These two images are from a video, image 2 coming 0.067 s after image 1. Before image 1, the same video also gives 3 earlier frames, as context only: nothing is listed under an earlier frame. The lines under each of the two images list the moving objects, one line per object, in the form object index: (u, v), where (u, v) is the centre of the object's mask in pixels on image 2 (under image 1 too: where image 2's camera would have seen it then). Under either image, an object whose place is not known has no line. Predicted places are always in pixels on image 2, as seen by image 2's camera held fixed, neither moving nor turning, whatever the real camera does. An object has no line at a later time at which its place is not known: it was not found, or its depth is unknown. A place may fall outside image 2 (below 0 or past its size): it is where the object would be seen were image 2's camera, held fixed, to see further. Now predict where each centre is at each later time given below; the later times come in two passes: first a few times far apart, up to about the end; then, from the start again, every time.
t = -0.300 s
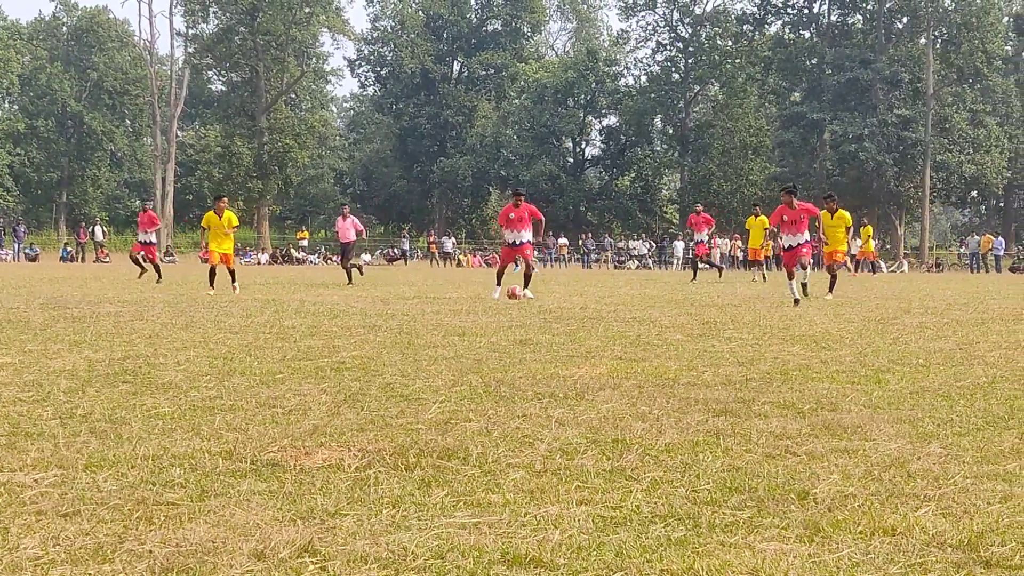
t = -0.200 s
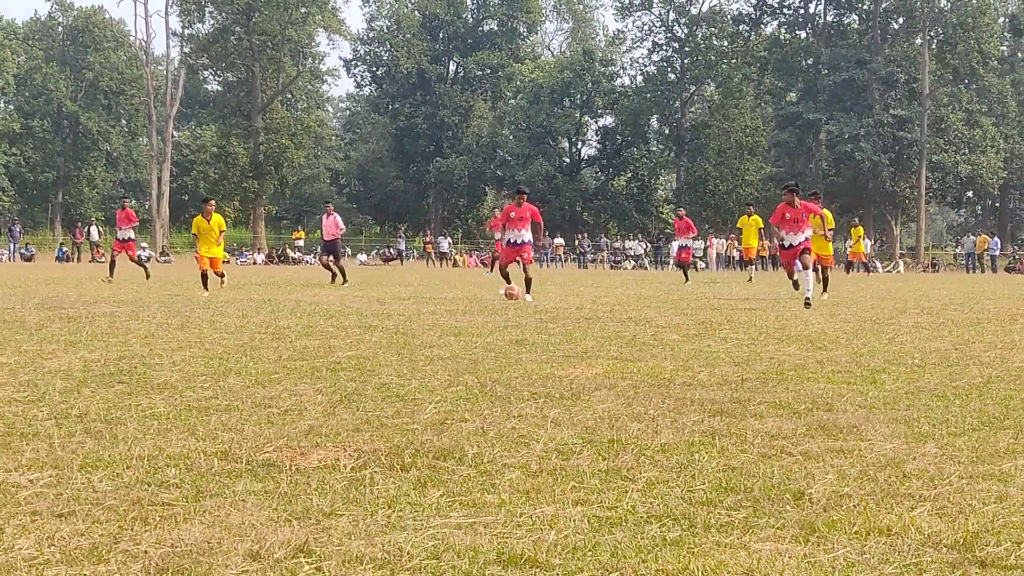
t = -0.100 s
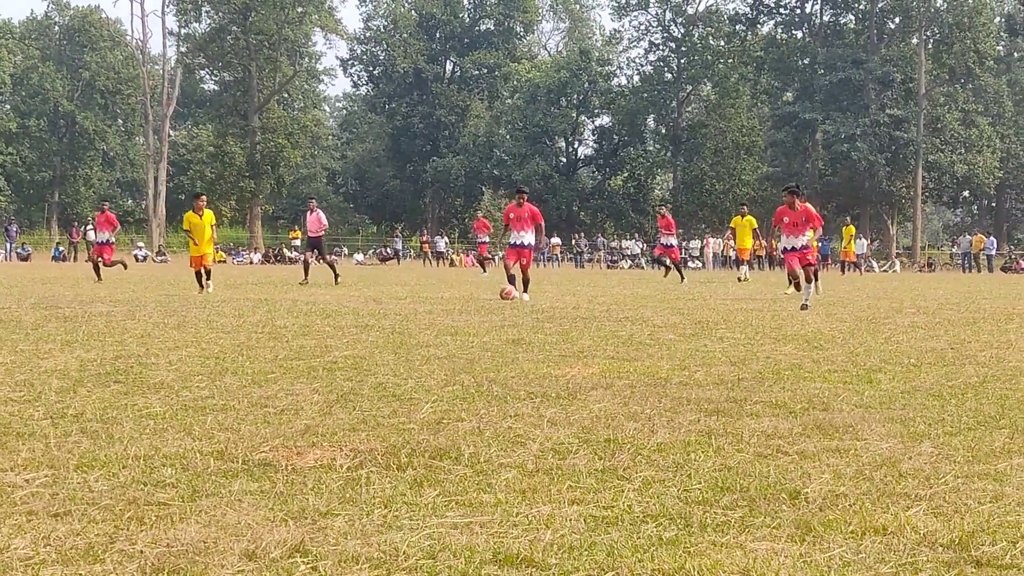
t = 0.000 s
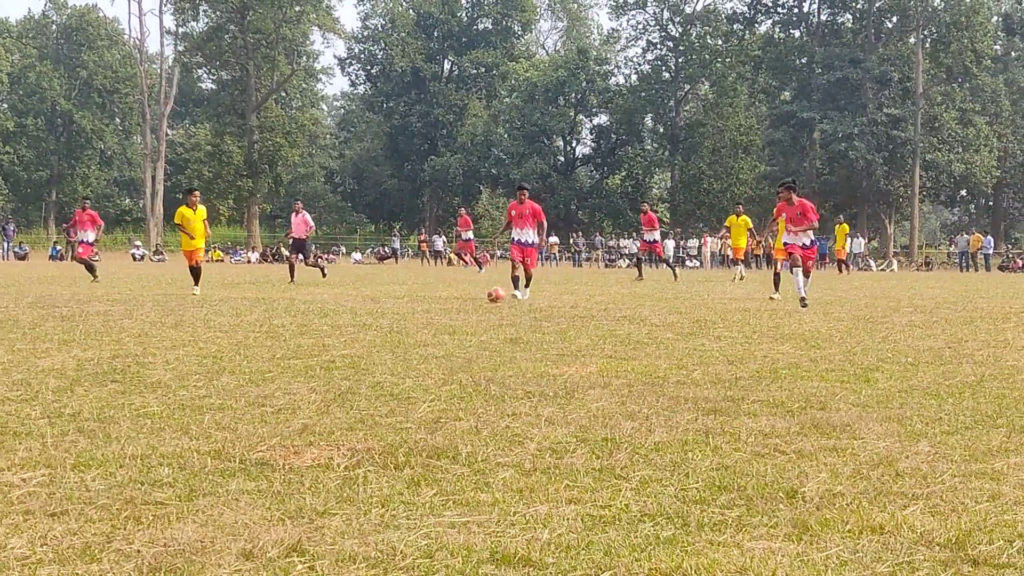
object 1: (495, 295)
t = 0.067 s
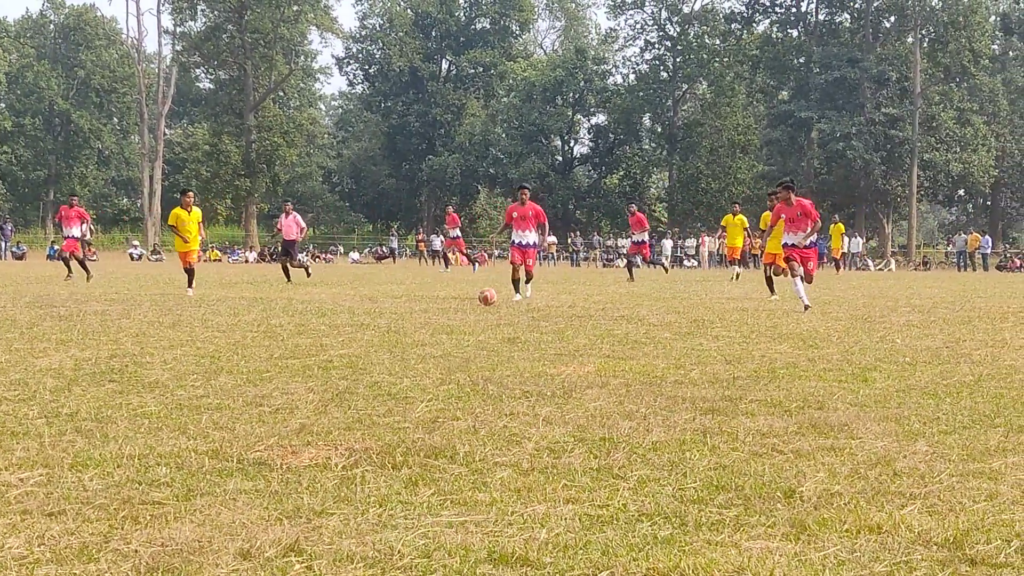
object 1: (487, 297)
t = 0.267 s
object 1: (463, 299)
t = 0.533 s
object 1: (443, 307)
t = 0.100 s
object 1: (483, 298)
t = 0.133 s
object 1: (479, 298)
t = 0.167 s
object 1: (475, 301)
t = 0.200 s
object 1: (470, 300)
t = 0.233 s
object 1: (468, 299)
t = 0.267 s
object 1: (463, 299)
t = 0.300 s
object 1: (460, 298)
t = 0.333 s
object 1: (456, 300)
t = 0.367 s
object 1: (453, 304)
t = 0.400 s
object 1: (450, 307)
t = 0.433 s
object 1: (448, 306)
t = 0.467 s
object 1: (446, 304)
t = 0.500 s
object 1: (444, 305)
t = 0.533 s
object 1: (443, 307)
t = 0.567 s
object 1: (441, 309)
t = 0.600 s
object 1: (439, 314)
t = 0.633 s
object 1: (437, 317)
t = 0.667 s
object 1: (436, 317)
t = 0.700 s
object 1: (434, 316)
